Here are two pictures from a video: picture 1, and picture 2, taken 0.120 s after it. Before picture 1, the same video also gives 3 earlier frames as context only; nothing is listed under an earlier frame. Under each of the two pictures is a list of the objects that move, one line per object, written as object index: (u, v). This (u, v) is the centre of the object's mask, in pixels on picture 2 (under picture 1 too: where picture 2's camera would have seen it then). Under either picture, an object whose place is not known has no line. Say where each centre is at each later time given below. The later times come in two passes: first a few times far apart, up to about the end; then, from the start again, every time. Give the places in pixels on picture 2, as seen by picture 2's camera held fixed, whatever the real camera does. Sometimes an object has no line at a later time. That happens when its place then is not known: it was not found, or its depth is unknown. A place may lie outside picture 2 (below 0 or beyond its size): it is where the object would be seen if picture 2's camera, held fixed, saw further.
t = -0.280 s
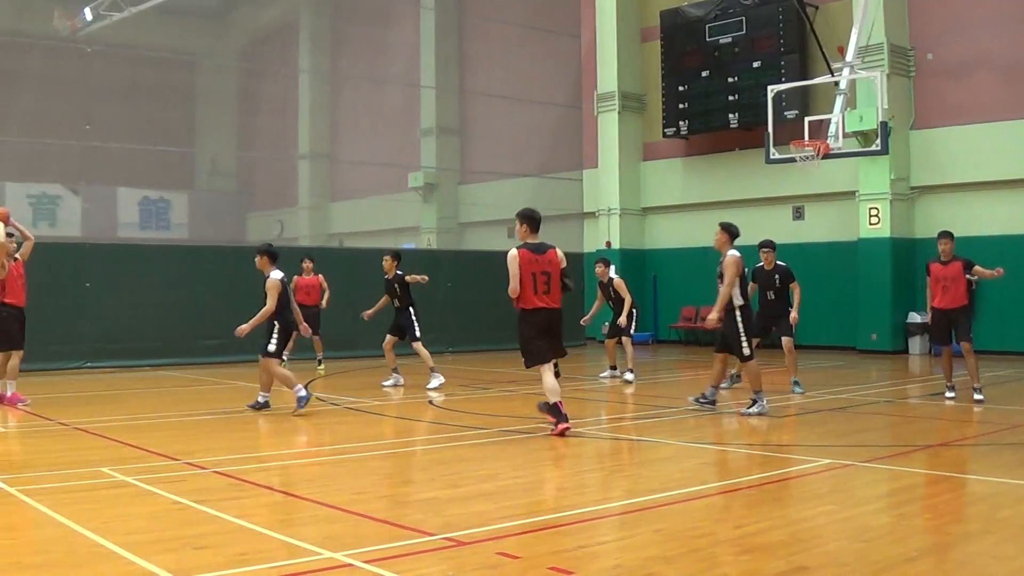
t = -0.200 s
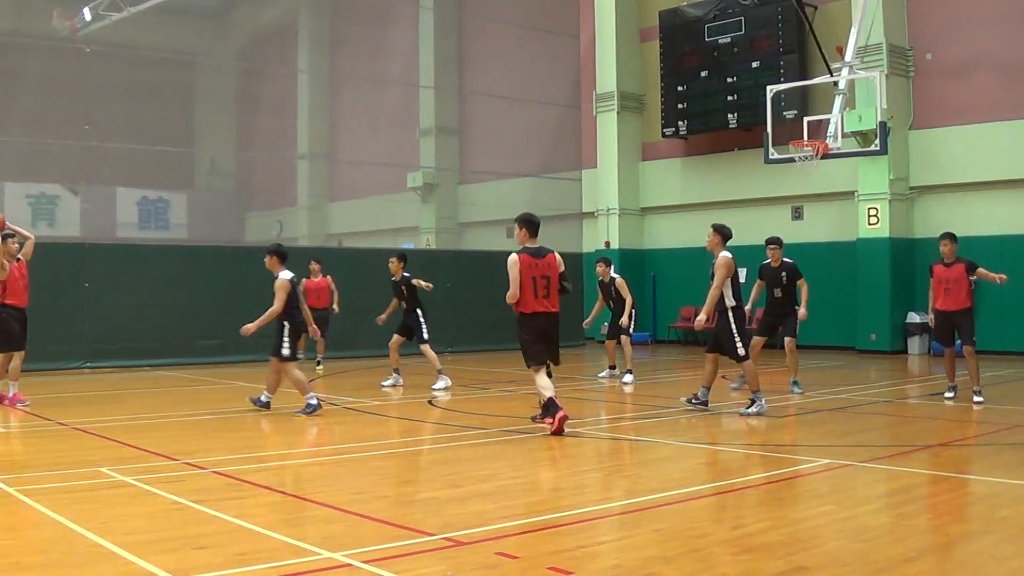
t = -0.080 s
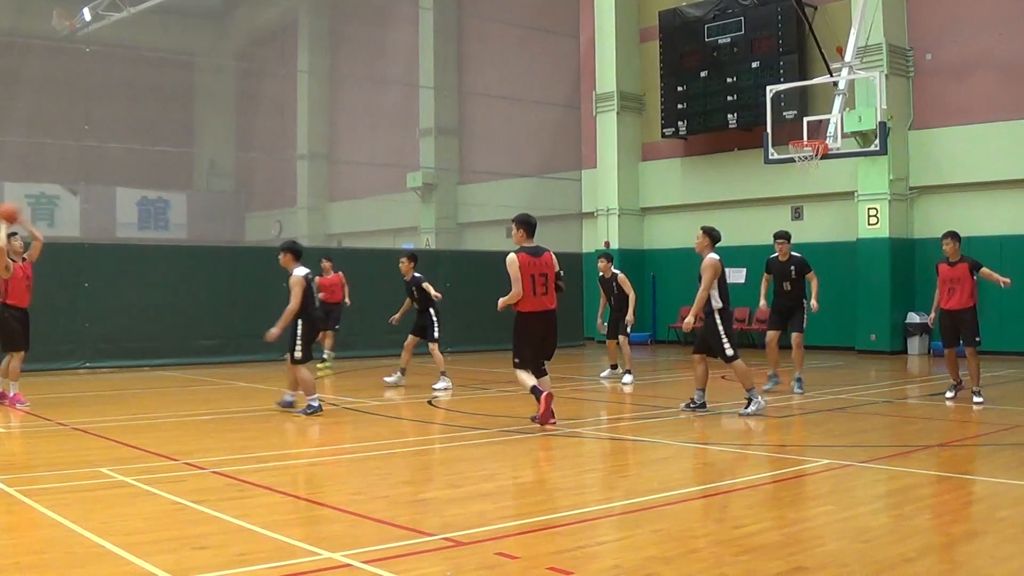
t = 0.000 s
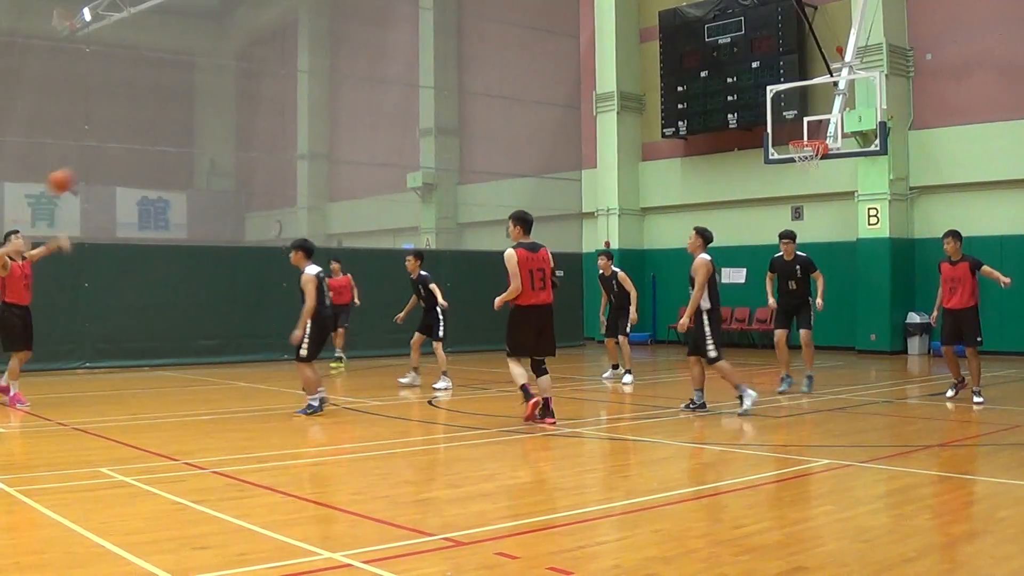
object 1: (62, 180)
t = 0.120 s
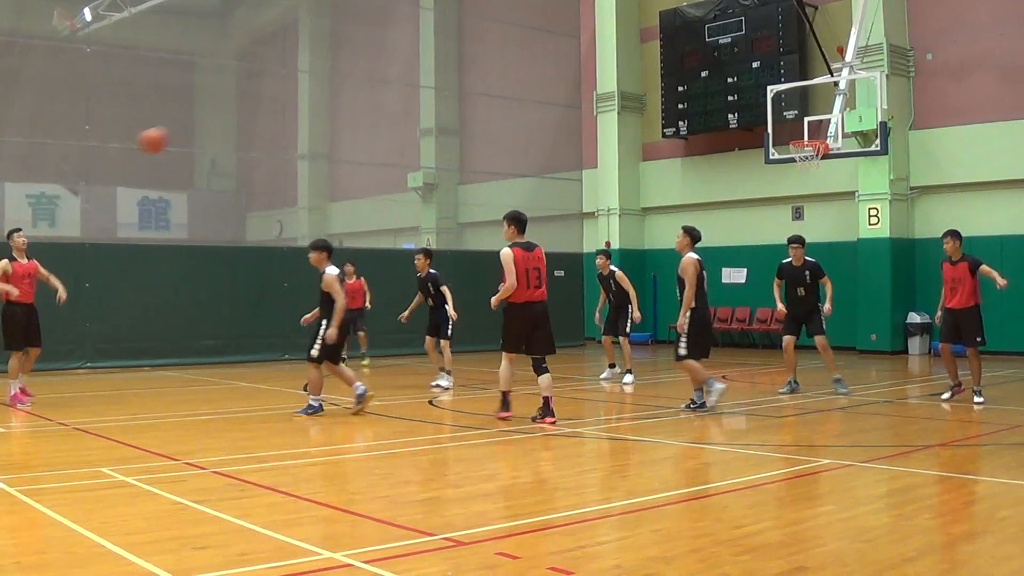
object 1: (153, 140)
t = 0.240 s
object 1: (260, 110)
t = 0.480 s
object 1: (516, 94)
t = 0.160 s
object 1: (188, 128)
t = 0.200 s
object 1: (223, 119)
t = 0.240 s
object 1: (260, 110)
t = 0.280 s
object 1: (298, 104)
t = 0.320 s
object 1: (339, 98)
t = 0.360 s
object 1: (380, 94)
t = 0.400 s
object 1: (422, 92)
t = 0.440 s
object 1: (469, 92)
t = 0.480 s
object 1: (516, 94)
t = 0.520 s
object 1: (564, 98)
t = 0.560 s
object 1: (618, 106)
